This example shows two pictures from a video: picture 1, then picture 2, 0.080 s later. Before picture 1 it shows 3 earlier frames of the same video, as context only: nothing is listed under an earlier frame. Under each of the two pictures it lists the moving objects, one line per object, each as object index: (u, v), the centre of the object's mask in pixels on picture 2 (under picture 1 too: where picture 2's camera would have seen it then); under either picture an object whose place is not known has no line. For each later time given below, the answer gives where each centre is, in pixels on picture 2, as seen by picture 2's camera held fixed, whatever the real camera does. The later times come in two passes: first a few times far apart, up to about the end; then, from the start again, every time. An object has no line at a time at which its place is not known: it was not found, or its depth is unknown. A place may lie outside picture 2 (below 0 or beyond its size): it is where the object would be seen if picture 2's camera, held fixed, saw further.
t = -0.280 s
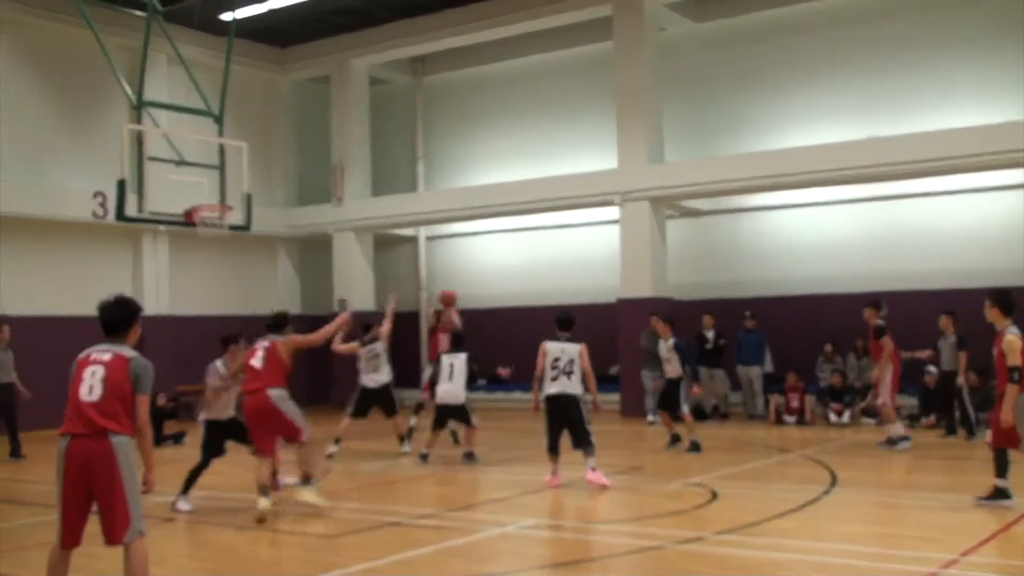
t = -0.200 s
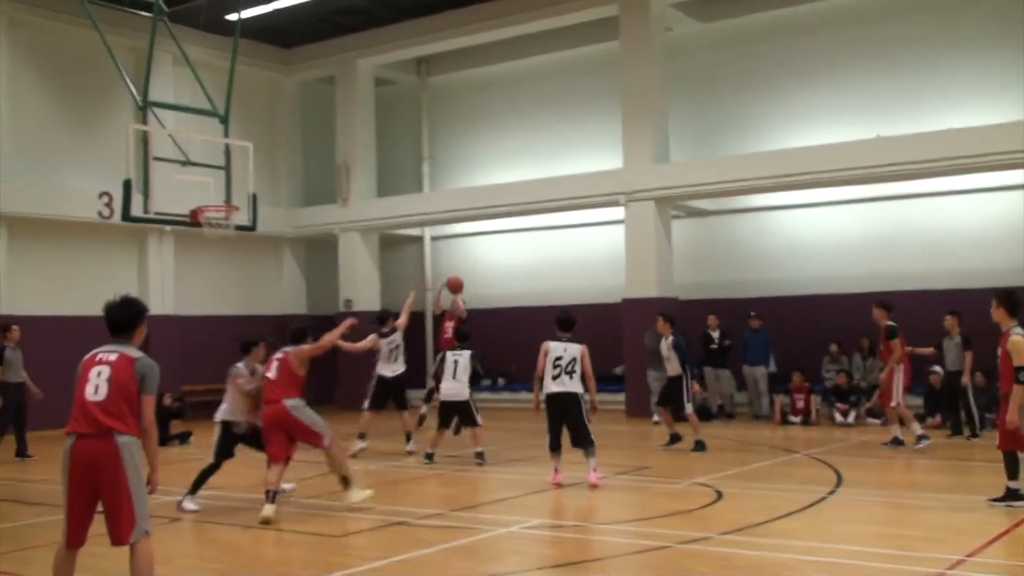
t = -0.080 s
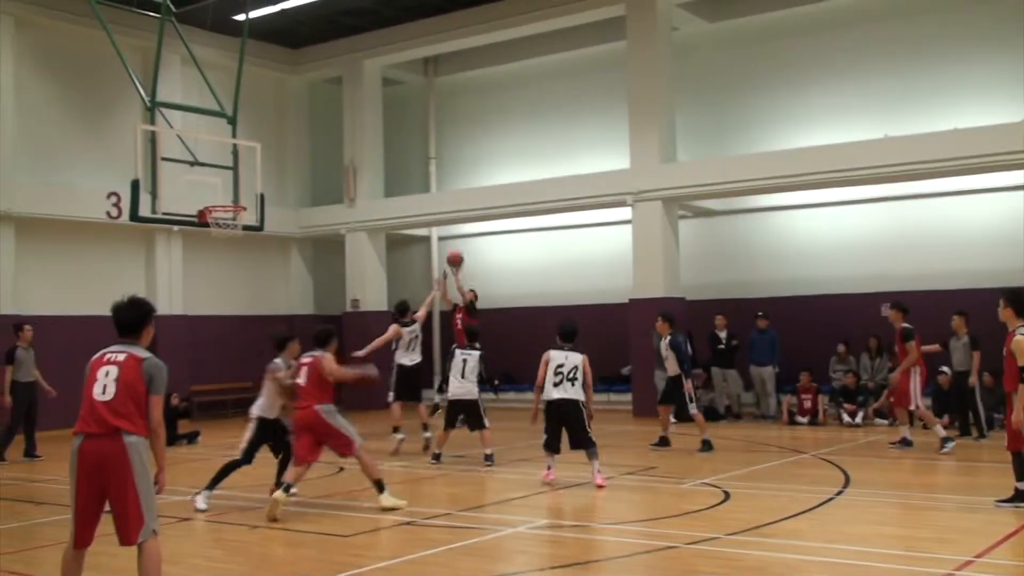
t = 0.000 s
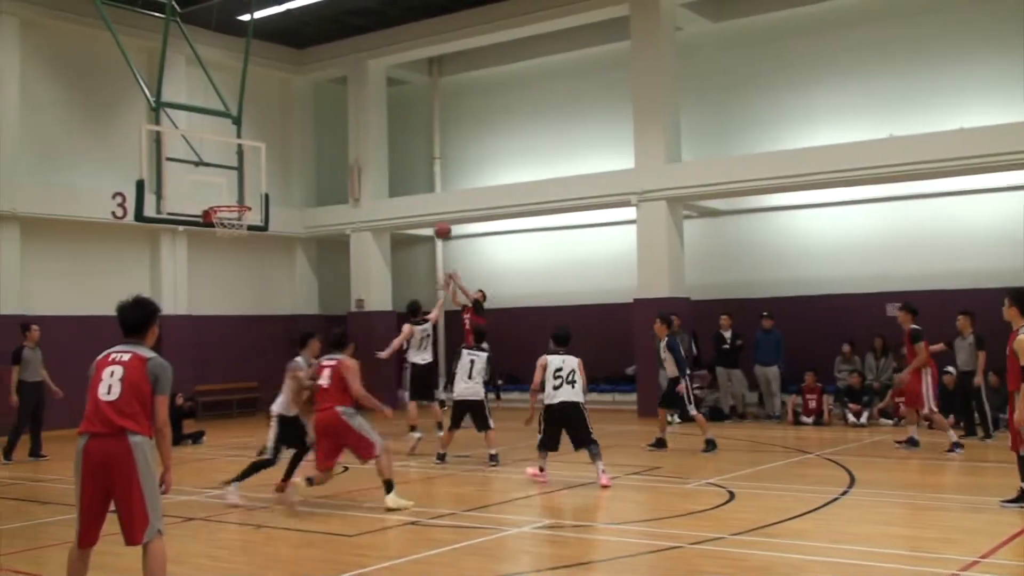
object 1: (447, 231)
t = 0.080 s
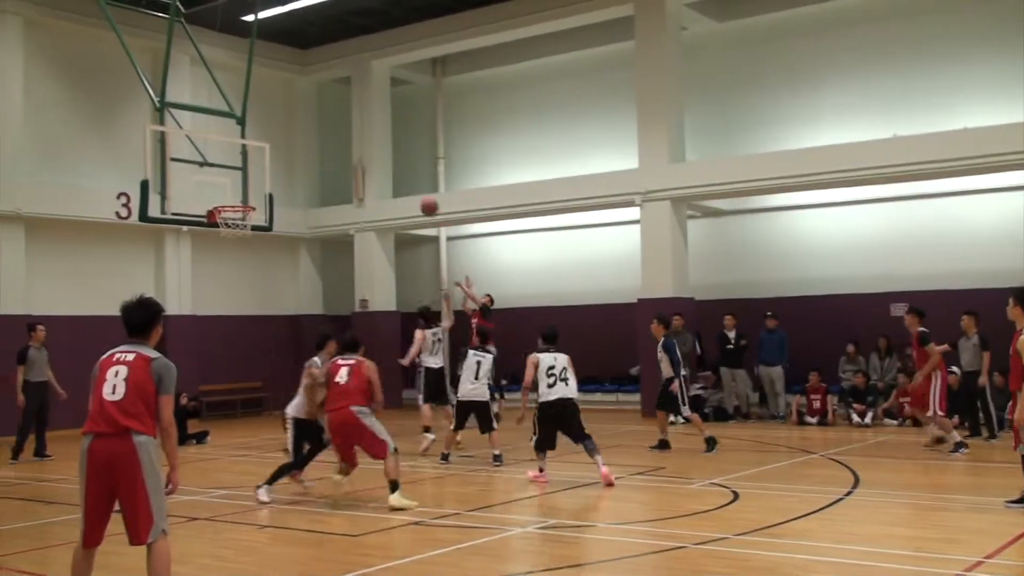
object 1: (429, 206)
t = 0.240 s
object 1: (393, 170)
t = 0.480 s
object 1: (337, 149)
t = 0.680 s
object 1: (288, 164)
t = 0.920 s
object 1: (228, 208)
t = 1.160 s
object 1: (244, 235)
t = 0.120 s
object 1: (420, 196)
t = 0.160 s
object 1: (411, 186)
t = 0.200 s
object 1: (402, 179)
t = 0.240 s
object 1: (393, 170)
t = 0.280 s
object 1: (384, 164)
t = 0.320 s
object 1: (375, 158)
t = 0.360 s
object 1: (366, 154)
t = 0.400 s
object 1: (357, 151)
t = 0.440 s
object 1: (347, 149)
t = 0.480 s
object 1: (337, 149)
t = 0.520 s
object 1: (328, 149)
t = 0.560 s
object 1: (318, 151)
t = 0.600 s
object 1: (308, 154)
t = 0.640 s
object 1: (298, 159)
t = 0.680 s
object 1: (288, 164)
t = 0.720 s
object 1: (278, 172)
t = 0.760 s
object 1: (268, 180)
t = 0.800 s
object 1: (257, 190)
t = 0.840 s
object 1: (247, 199)
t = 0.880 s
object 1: (237, 204)
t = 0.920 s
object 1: (228, 208)
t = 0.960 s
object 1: (227, 210)
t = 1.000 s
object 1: (226, 215)
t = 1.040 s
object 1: (230, 219)
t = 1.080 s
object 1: (234, 224)
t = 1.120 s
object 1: (239, 230)
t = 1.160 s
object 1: (244, 235)
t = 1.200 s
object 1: (248, 241)
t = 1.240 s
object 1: (252, 251)
